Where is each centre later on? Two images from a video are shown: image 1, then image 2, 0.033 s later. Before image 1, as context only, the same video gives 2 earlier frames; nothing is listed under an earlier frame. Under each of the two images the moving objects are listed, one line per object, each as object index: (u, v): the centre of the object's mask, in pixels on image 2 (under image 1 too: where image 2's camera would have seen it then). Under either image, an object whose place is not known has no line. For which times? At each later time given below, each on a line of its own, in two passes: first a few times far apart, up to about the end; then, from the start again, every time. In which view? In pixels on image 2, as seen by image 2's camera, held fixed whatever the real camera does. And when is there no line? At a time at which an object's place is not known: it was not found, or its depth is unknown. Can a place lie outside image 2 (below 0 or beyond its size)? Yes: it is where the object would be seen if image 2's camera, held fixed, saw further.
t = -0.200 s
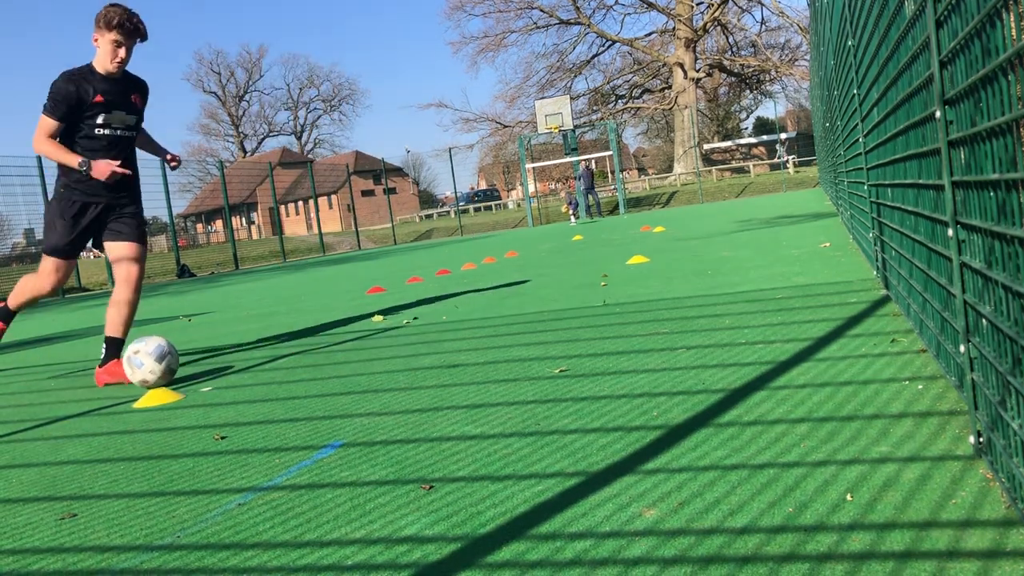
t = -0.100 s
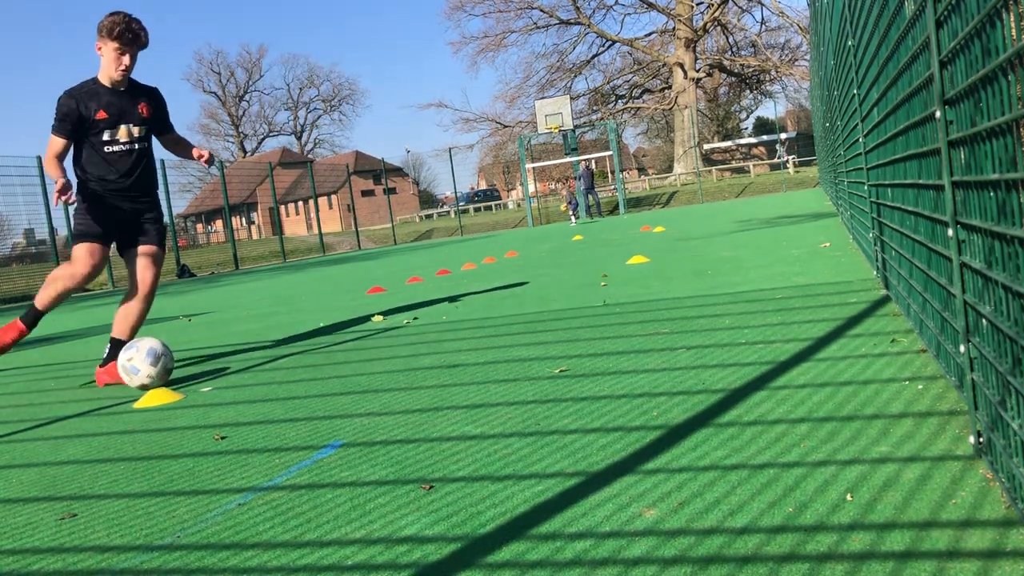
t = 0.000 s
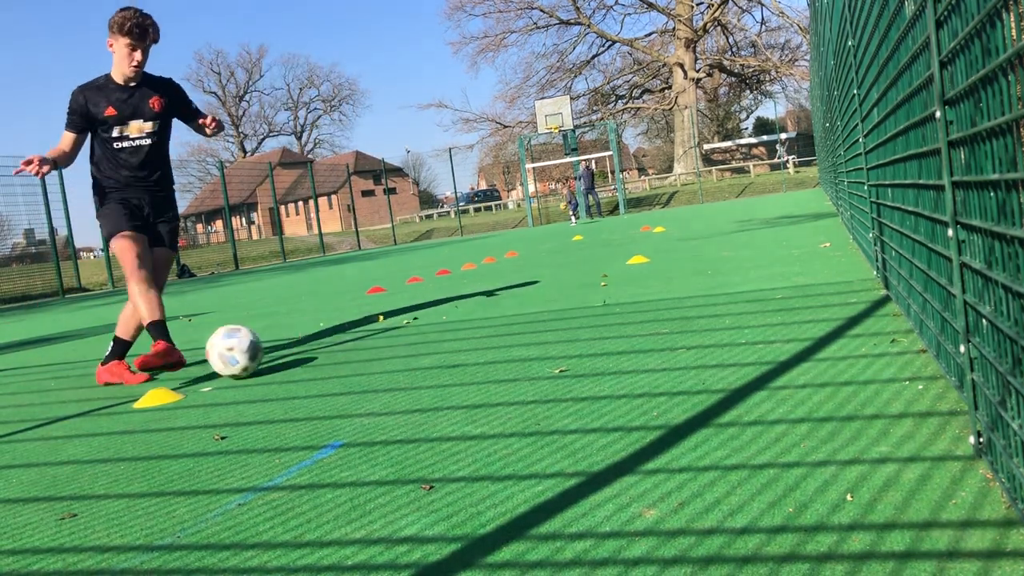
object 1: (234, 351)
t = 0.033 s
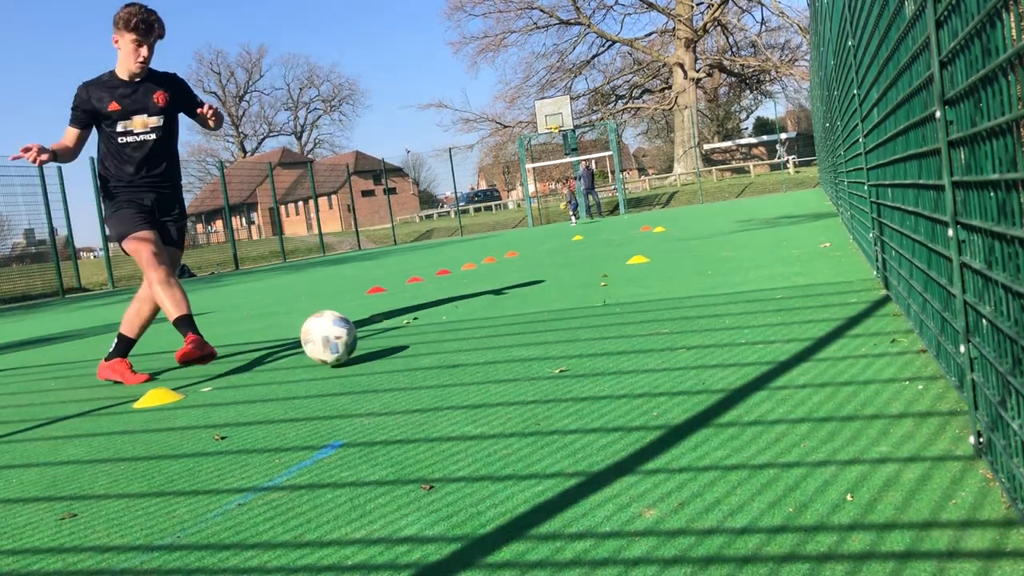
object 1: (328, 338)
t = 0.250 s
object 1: (803, 278)
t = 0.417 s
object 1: (550, 303)
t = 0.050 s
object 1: (377, 332)
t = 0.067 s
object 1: (425, 326)
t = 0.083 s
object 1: (474, 321)
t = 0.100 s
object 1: (524, 317)
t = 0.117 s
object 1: (573, 311)
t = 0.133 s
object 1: (621, 305)
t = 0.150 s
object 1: (672, 299)
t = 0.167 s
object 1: (723, 294)
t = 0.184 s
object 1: (775, 289)
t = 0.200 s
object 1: (827, 283)
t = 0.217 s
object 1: (863, 277)
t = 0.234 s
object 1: (833, 276)
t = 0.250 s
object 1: (803, 278)
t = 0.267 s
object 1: (773, 280)
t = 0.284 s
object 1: (745, 283)
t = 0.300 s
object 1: (717, 286)
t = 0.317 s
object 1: (690, 291)
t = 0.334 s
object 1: (664, 295)
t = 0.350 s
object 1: (638, 299)
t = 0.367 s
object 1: (615, 300)
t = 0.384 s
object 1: (593, 300)
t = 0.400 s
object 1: (571, 301)
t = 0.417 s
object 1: (550, 303)
